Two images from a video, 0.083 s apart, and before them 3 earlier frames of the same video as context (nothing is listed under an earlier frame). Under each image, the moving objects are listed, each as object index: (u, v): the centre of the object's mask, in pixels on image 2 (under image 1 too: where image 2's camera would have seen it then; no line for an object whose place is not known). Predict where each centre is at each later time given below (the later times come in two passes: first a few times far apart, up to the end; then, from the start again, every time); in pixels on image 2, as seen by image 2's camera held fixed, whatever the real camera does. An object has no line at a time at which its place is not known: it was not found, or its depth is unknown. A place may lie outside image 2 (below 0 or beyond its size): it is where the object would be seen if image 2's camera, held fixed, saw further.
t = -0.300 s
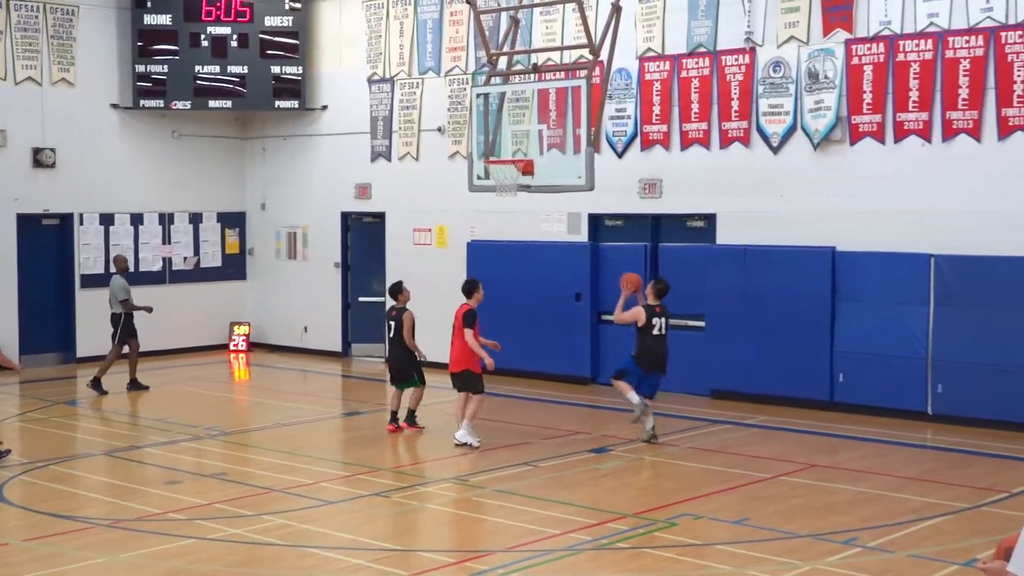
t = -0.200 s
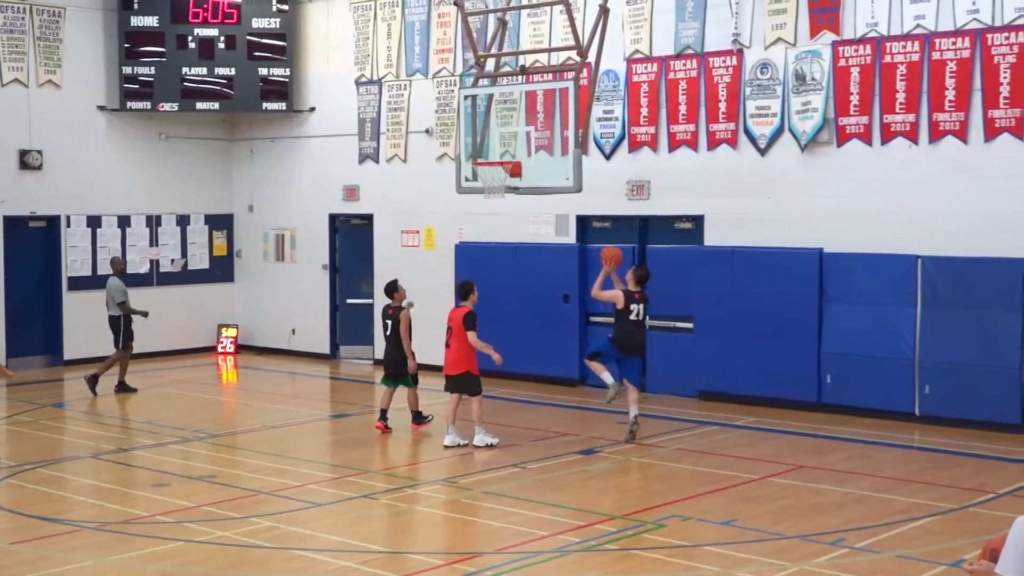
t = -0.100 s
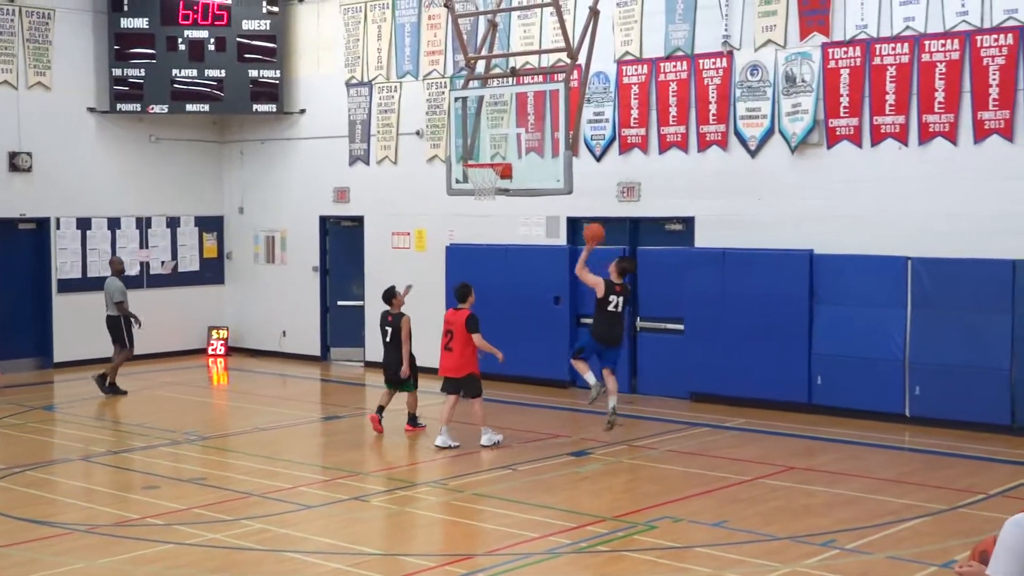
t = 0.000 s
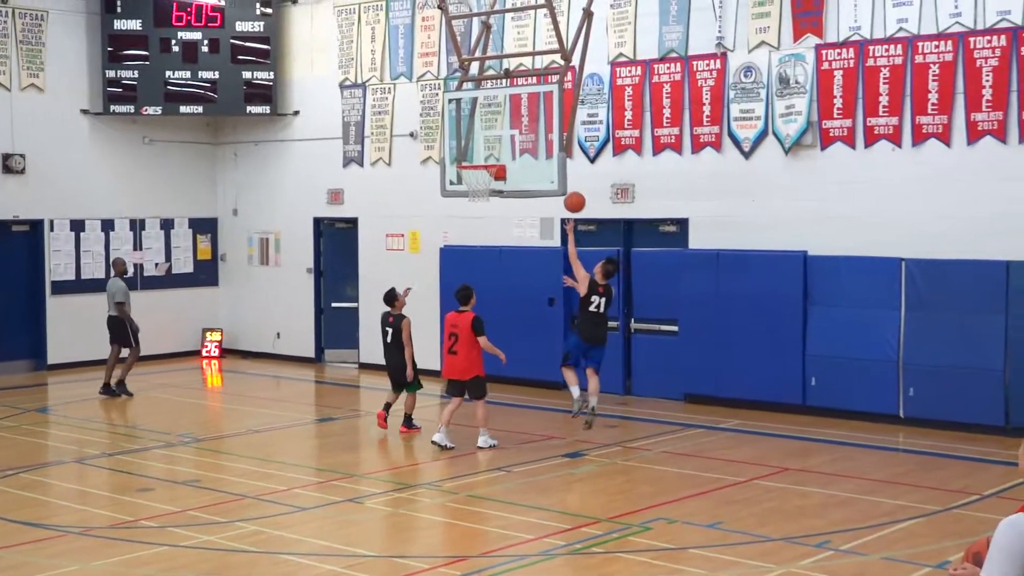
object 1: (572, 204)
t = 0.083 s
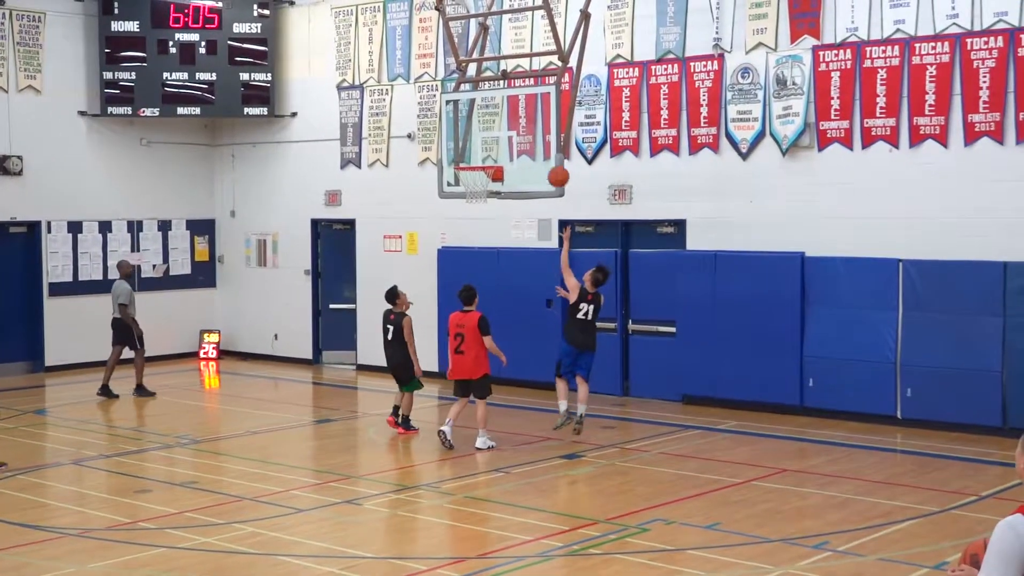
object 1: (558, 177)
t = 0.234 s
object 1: (534, 145)
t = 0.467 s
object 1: (499, 134)
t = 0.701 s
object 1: (470, 157)
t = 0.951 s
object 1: (468, 164)
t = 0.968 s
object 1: (468, 166)
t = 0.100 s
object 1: (556, 172)
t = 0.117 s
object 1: (553, 168)
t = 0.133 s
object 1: (550, 164)
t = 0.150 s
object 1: (548, 160)
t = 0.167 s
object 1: (545, 156)
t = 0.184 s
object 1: (541, 153)
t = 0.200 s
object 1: (540, 150)
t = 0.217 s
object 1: (537, 147)
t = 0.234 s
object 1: (534, 145)
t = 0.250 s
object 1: (531, 142)
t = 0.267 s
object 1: (529, 141)
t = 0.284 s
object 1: (526, 140)
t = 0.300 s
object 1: (524, 136)
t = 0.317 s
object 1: (522, 135)
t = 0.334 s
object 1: (519, 134)
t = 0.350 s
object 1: (517, 133)
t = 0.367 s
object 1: (514, 132)
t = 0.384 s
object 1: (511, 132)
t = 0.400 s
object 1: (508, 132)
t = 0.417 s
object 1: (506, 132)
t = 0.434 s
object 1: (504, 132)
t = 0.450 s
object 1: (501, 133)
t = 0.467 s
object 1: (499, 134)
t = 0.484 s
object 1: (497, 135)
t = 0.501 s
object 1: (494, 136)
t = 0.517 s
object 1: (492, 138)
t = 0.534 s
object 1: (489, 140)
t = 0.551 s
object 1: (487, 142)
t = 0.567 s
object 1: (484, 143)
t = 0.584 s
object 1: (482, 146)
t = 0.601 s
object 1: (480, 149)
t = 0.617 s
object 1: (477, 152)
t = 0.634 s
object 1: (475, 155)
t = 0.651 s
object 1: (472, 157)
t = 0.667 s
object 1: (471, 159)
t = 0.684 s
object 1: (470, 158)
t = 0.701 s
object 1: (470, 157)
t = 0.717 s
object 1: (470, 157)
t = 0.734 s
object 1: (470, 156)
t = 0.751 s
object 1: (470, 156)
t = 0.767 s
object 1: (469, 155)
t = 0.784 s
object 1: (469, 155)
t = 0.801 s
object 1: (469, 155)
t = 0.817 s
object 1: (469, 155)
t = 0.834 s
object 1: (469, 155)
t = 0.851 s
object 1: (469, 156)
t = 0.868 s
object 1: (469, 156)
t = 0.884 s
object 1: (469, 157)
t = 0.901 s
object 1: (468, 159)
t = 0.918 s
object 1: (468, 160)
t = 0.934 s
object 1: (468, 162)
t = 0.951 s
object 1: (468, 164)
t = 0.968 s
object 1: (468, 166)
